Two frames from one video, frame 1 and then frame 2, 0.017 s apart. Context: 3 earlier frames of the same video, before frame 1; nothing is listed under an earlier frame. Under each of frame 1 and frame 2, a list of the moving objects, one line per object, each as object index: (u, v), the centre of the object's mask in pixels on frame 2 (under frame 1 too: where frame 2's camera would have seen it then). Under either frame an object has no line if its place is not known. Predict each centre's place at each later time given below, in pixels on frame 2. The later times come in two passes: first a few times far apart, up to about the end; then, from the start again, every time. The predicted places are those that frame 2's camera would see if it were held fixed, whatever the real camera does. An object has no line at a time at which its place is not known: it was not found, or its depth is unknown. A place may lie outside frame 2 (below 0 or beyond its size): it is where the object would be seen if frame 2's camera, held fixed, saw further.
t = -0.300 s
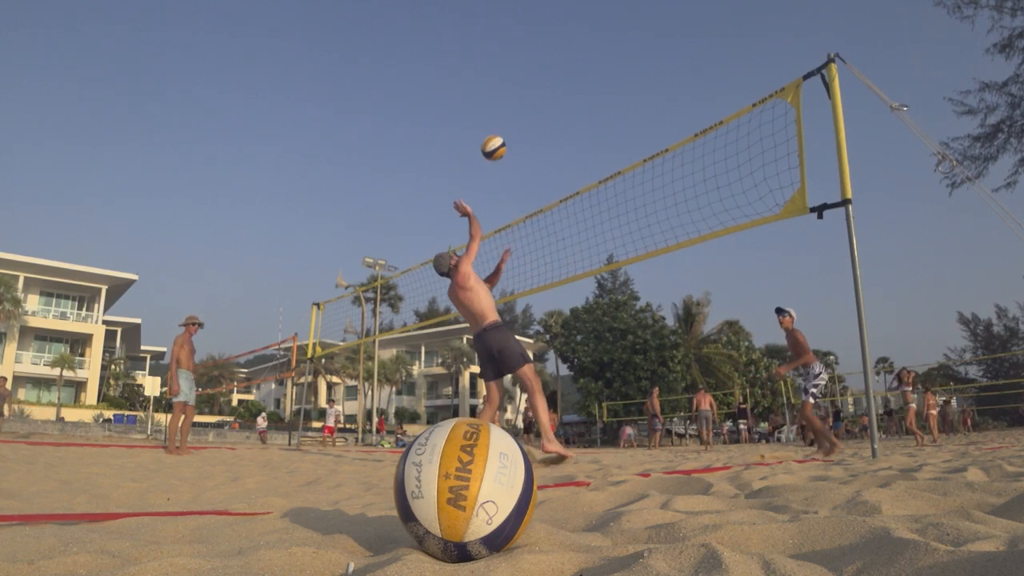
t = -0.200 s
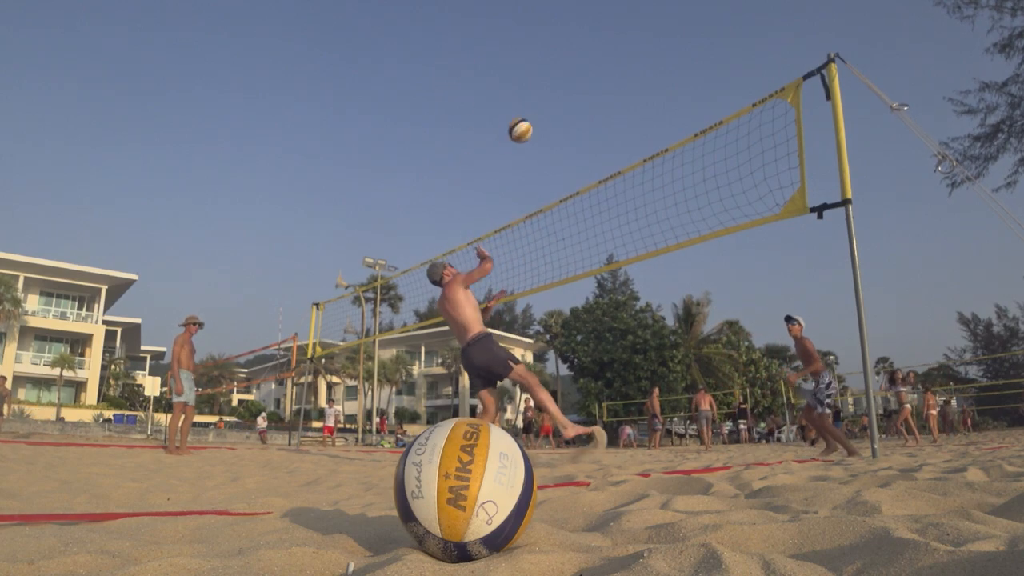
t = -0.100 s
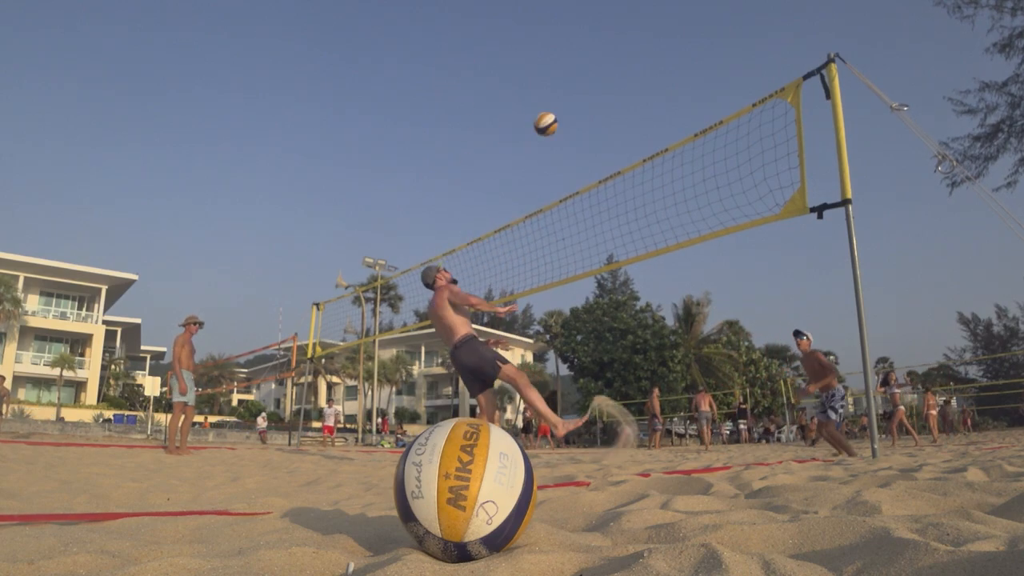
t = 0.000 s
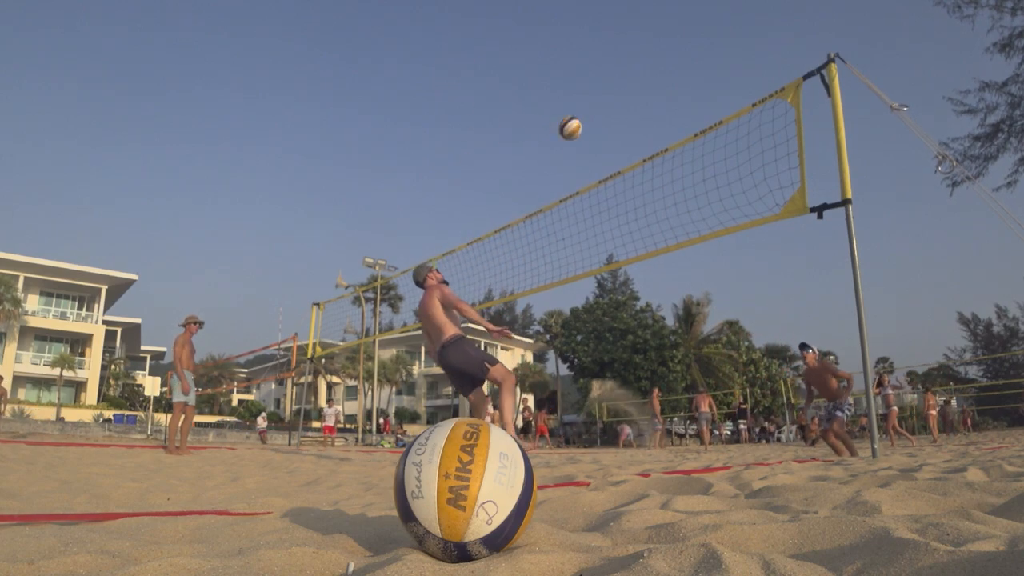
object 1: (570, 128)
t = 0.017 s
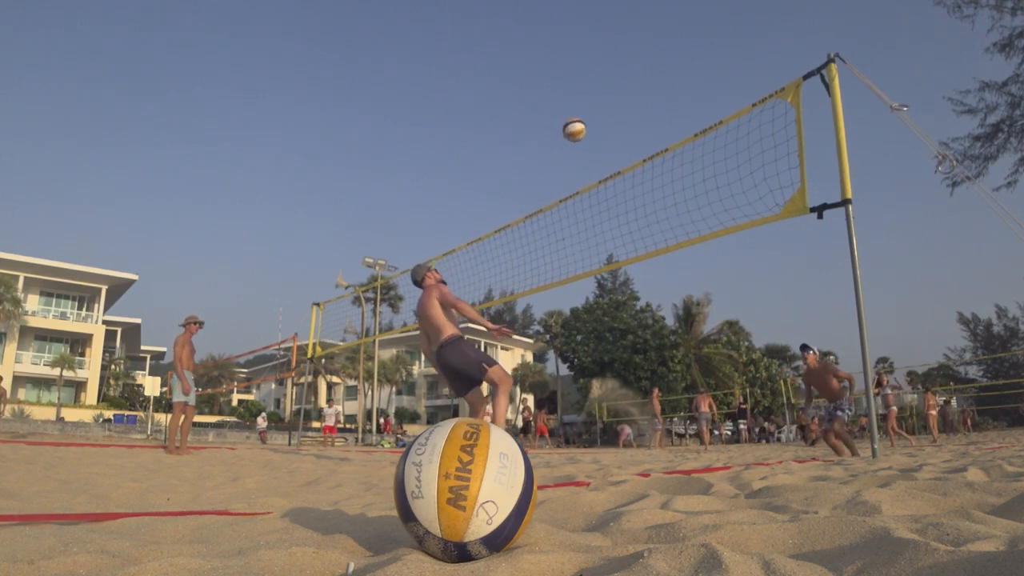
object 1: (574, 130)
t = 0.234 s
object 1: (626, 175)
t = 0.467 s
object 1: (680, 271)
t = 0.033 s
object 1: (578, 132)
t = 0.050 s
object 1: (582, 134)
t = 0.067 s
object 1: (586, 136)
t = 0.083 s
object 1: (590, 139)
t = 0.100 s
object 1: (594, 142)
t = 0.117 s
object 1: (598, 145)
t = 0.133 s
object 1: (602, 148)
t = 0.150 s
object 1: (606, 152)
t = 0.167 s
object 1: (610, 156)
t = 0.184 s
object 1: (614, 161)
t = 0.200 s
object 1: (617, 164)
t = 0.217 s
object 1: (622, 170)
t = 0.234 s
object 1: (626, 175)
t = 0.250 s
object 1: (630, 181)
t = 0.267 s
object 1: (634, 186)
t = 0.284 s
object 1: (638, 191)
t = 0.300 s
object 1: (642, 197)
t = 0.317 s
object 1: (646, 203)
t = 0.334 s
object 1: (649, 210)
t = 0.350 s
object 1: (653, 217)
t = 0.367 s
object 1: (657, 224)
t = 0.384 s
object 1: (661, 231)
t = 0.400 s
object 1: (664, 238)
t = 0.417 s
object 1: (669, 246)
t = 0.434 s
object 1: (673, 257)
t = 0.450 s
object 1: (676, 263)
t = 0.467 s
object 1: (680, 271)
